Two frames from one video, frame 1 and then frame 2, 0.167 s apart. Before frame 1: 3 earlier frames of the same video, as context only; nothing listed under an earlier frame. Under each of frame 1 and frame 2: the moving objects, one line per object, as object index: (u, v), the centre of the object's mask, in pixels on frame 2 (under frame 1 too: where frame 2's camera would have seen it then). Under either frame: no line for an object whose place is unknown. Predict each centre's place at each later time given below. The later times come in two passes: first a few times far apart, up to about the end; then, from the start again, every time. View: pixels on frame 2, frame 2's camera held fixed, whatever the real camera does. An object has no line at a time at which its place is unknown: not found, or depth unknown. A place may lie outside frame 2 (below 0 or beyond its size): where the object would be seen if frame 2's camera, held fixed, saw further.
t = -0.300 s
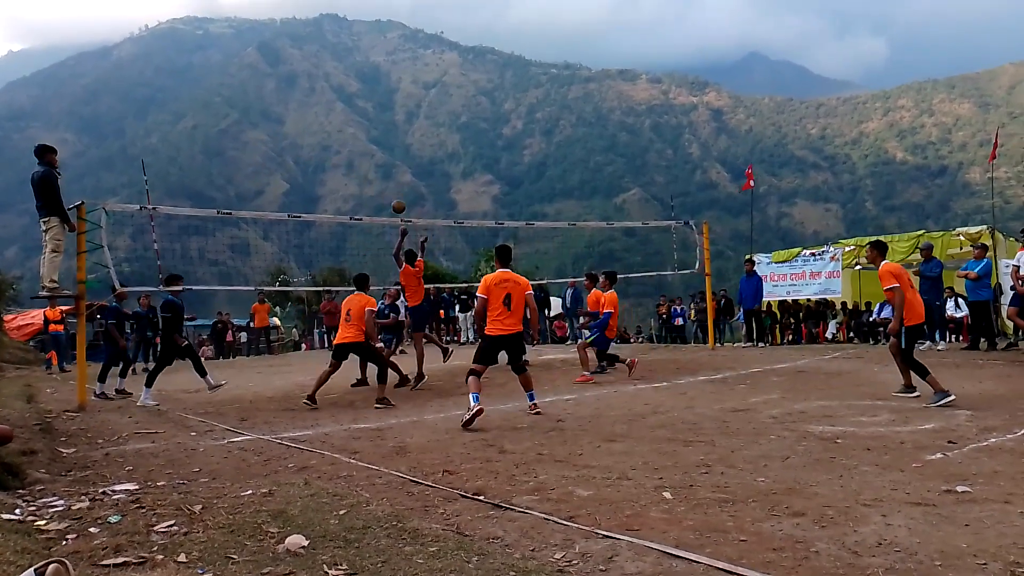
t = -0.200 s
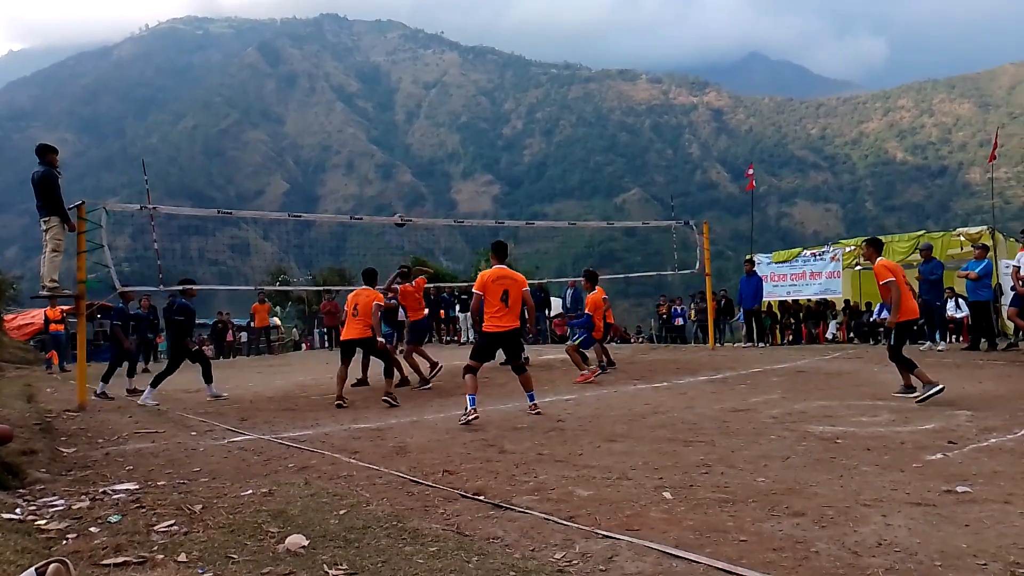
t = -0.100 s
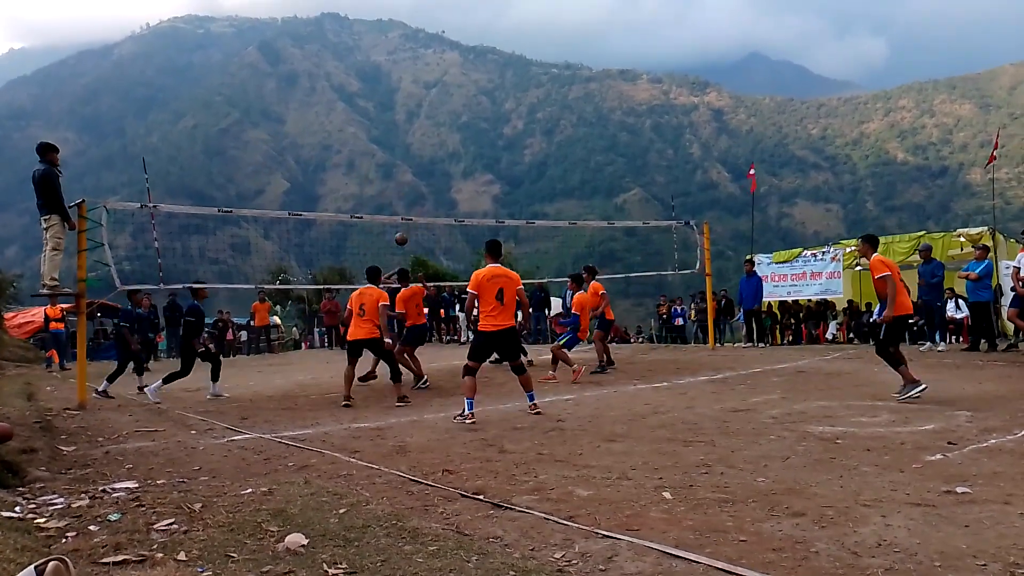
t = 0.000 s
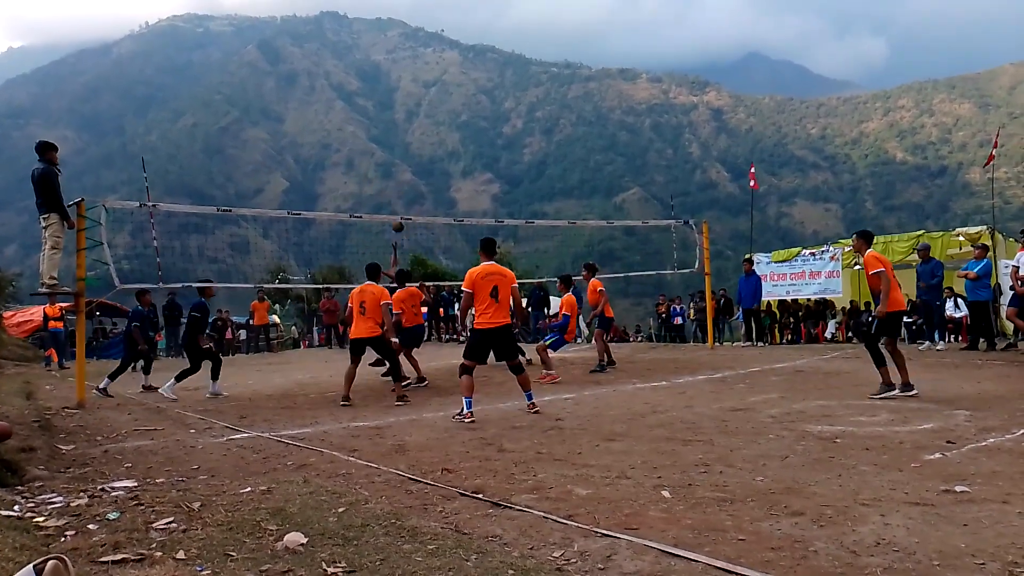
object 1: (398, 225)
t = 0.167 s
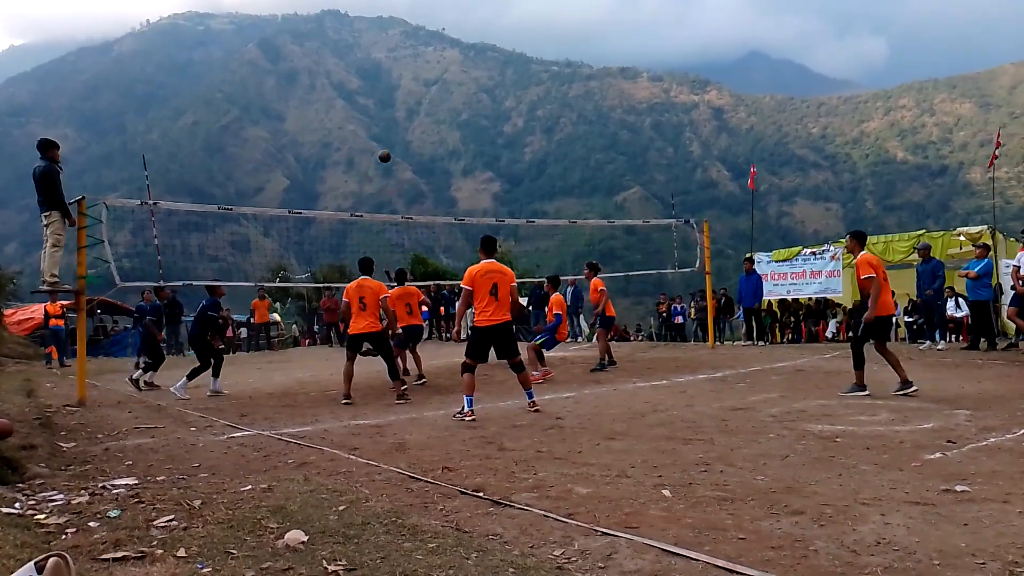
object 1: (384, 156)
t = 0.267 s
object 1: (376, 125)
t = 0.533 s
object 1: (356, 74)
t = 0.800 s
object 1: (338, 65)
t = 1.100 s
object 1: (322, 103)
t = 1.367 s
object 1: (306, 177)
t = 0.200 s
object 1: (382, 145)
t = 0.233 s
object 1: (379, 134)
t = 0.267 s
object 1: (376, 125)
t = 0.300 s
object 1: (374, 116)
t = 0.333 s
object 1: (371, 108)
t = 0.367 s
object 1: (368, 100)
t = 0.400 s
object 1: (366, 94)
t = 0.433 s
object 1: (363, 87)
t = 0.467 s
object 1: (361, 82)
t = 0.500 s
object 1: (358, 78)
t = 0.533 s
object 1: (356, 74)
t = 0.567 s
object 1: (354, 70)
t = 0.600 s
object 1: (352, 67)
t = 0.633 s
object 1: (349, 65)
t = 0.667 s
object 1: (347, 64)
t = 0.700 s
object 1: (345, 64)
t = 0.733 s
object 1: (343, 63)
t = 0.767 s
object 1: (341, 64)
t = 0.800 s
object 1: (338, 65)
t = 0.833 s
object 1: (337, 67)
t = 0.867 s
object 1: (335, 69)
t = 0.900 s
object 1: (333, 72)
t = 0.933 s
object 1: (331, 76)
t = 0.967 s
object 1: (329, 80)
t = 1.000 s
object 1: (327, 85)
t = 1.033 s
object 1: (325, 91)
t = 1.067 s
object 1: (324, 97)
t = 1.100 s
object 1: (322, 103)
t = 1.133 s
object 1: (320, 110)
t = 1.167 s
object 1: (318, 118)
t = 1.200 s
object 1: (316, 127)
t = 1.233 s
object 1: (314, 136)
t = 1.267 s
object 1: (312, 146)
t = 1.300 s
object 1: (310, 155)
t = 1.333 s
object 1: (308, 166)
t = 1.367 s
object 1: (306, 177)
